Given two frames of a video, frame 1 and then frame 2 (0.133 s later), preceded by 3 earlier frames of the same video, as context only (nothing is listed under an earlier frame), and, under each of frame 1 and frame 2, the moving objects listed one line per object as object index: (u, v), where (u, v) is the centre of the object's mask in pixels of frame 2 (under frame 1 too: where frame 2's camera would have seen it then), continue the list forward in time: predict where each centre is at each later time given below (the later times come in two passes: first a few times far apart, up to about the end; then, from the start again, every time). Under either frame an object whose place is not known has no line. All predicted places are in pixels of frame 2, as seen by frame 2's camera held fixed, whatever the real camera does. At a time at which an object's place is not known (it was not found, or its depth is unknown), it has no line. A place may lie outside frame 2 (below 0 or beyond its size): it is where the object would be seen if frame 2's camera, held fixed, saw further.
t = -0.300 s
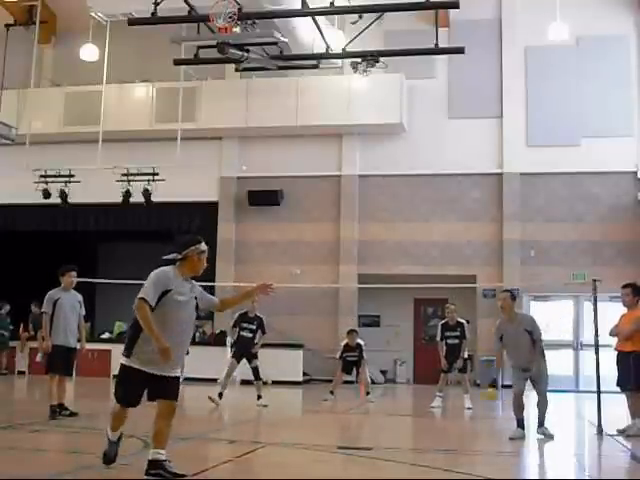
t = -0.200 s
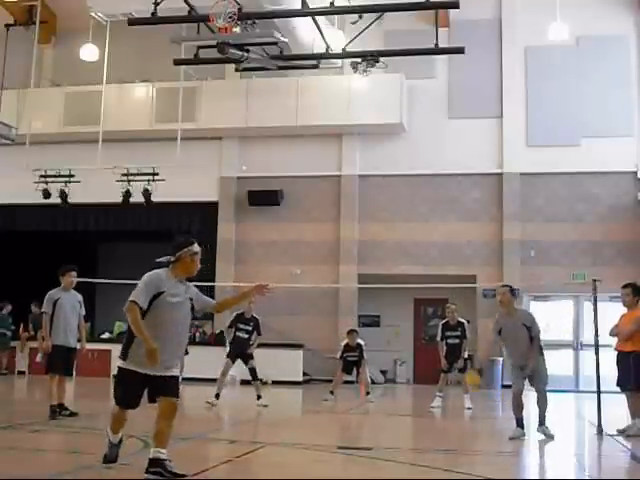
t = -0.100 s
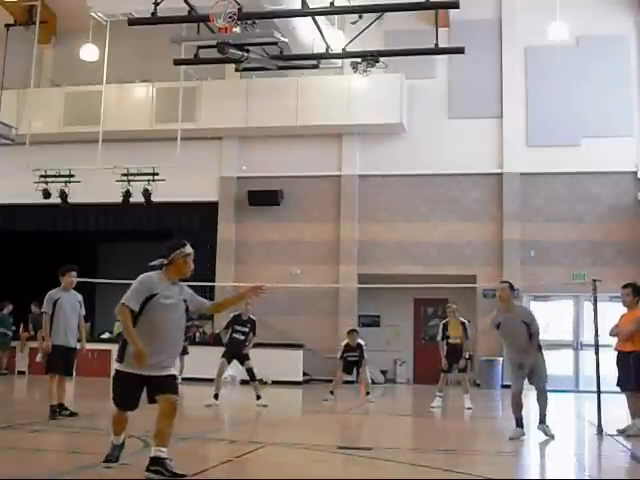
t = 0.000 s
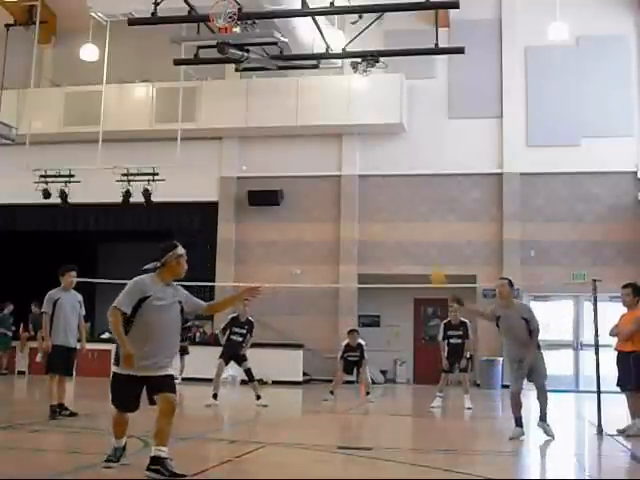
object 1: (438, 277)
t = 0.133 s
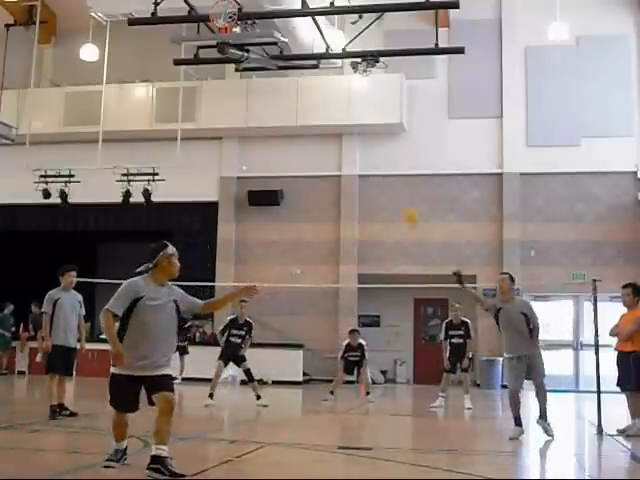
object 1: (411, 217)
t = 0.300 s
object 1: (375, 167)
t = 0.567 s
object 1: (304, 150)
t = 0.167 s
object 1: (405, 204)
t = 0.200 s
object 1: (397, 194)
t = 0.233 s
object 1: (390, 184)
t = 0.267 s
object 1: (383, 176)
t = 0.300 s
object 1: (375, 167)
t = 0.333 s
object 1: (367, 160)
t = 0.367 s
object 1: (359, 155)
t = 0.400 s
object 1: (349, 151)
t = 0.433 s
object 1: (341, 147)
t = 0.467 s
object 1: (334, 145)
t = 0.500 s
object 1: (325, 145)
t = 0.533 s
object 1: (314, 147)
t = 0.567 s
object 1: (304, 150)
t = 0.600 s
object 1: (295, 155)
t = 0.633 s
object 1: (284, 161)
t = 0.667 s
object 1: (273, 168)
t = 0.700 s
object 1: (263, 178)
